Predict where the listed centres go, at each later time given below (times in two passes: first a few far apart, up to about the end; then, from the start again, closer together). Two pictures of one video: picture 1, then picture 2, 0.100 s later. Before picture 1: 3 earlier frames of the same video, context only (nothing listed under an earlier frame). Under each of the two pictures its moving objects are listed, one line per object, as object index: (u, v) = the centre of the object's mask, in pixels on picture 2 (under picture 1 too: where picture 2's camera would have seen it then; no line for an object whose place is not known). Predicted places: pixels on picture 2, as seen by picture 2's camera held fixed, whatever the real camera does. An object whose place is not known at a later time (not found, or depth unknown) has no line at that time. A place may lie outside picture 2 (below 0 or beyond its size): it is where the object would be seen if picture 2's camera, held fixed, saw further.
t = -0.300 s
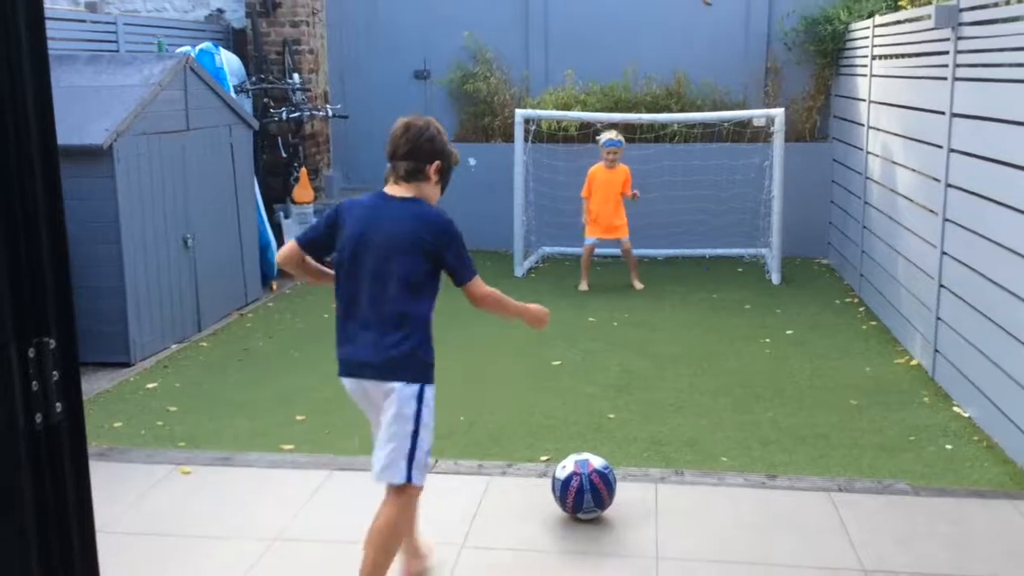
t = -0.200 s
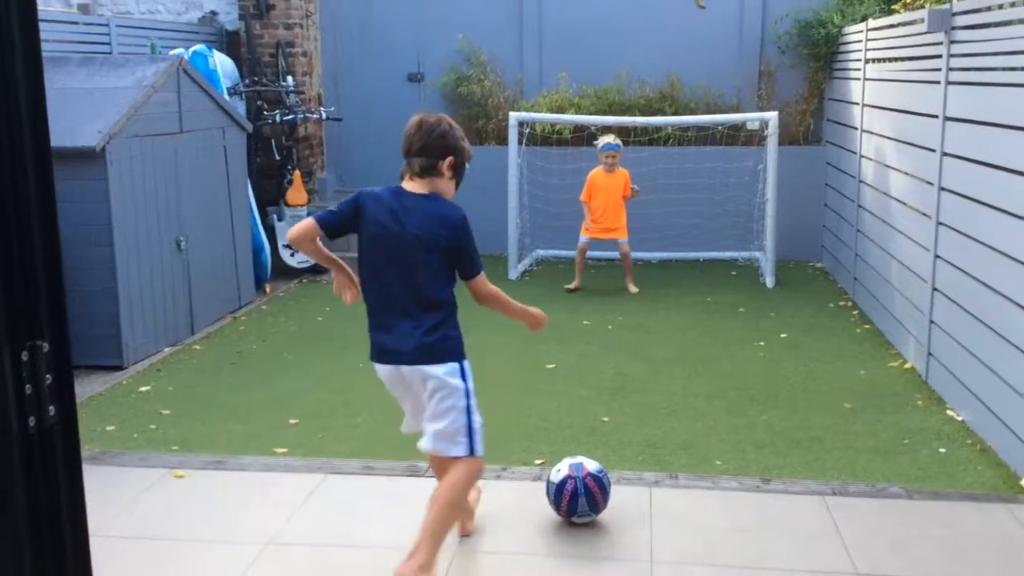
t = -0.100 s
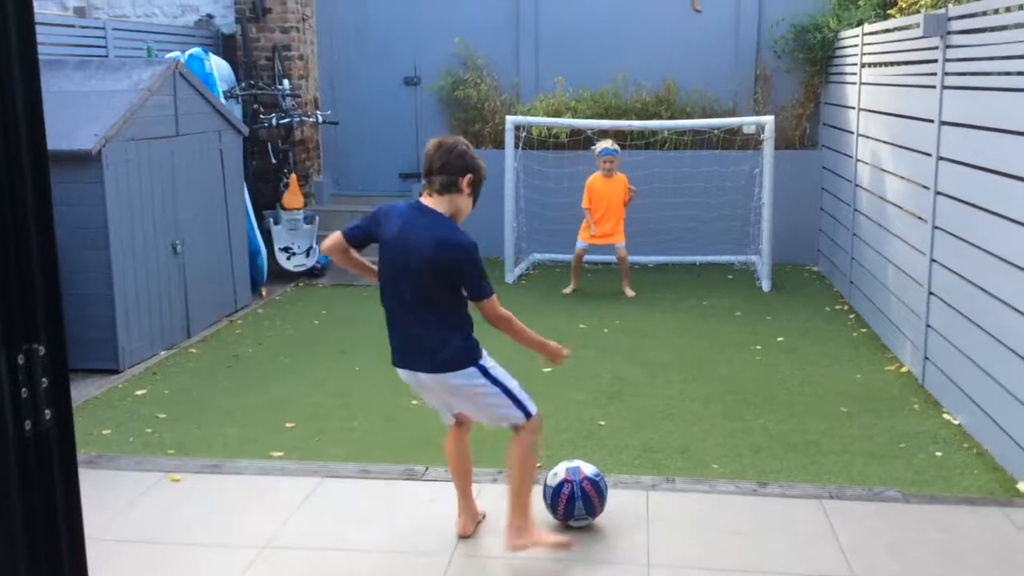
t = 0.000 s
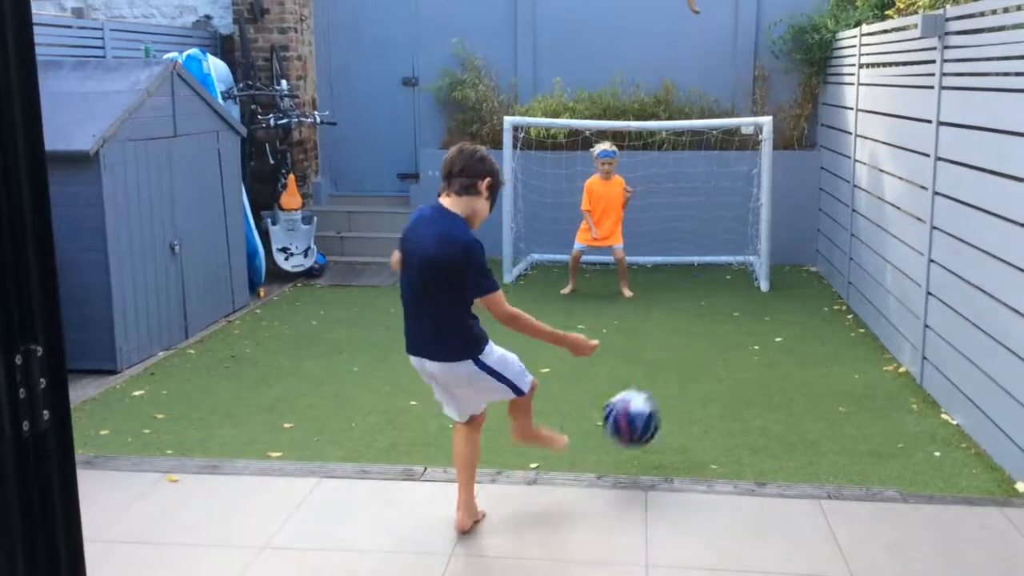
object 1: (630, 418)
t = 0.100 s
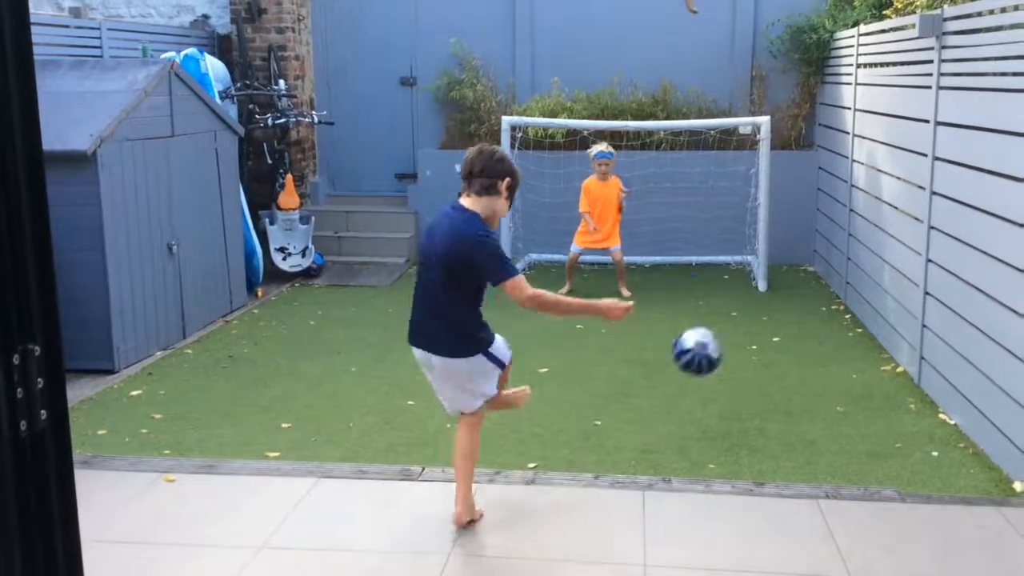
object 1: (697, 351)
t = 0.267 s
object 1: (776, 311)
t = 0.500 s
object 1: (818, 270)
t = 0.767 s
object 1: (785, 293)
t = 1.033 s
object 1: (803, 303)
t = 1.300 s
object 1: (825, 315)
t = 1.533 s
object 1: (846, 324)
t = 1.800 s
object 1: (872, 339)
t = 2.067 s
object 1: (876, 350)
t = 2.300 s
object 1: (874, 359)
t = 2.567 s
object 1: (867, 368)
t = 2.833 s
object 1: (863, 378)
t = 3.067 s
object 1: (859, 386)
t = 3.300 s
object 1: (860, 395)
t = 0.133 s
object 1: (716, 337)
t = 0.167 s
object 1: (732, 327)
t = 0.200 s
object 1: (748, 319)
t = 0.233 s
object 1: (763, 314)
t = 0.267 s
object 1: (776, 311)
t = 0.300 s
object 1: (789, 310)
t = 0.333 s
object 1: (801, 312)
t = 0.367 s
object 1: (811, 311)
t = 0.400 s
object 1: (820, 299)
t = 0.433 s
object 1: (827, 287)
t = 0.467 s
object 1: (834, 280)
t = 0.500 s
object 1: (818, 270)
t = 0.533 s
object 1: (801, 266)
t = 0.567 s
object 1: (787, 263)
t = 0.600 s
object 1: (775, 262)
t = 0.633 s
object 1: (776, 265)
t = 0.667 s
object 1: (778, 269)
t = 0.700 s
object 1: (780, 275)
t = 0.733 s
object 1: (782, 283)
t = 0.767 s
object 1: (785, 293)
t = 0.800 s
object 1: (787, 291)
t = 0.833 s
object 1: (789, 288)
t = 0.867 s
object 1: (791, 288)
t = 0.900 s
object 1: (795, 288)
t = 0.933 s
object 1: (797, 290)
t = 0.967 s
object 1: (799, 294)
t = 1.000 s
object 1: (801, 300)
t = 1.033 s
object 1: (803, 303)
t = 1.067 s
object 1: (806, 302)
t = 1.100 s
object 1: (808, 302)
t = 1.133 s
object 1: (812, 304)
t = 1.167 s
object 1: (814, 307)
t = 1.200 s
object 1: (816, 310)
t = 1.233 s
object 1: (819, 310)
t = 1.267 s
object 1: (823, 312)
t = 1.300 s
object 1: (825, 315)
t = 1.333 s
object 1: (829, 316)
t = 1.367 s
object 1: (832, 317)
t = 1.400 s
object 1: (835, 318)
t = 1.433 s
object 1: (838, 318)
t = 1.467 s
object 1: (841, 321)
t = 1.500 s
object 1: (843, 322)
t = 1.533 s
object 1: (846, 324)
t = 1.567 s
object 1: (849, 327)
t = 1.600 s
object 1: (851, 329)
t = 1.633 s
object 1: (859, 331)
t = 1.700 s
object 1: (864, 334)
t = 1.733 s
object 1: (866, 335)
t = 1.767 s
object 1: (870, 337)
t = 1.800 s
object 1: (872, 339)
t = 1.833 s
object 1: (874, 341)
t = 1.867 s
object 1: (875, 342)
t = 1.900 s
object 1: (875, 343)
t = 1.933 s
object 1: (876, 344)
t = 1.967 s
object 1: (877, 345)
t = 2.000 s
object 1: (877, 347)
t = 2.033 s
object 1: (878, 349)
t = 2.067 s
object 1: (876, 350)
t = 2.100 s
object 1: (876, 351)
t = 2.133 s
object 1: (876, 353)
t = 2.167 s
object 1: (875, 354)
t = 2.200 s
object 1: (875, 356)
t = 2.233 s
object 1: (875, 357)
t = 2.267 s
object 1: (874, 358)
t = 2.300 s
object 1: (874, 359)
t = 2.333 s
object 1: (873, 359)
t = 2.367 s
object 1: (872, 361)
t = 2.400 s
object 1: (871, 362)
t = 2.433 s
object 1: (871, 363)
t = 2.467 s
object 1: (870, 364)
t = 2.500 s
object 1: (869, 365)
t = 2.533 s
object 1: (868, 367)
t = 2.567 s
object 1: (867, 368)
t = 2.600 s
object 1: (867, 369)
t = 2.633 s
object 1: (866, 371)
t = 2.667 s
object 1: (866, 371)
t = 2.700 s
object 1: (865, 372)
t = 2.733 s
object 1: (865, 373)
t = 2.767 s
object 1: (864, 374)
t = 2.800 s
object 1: (864, 375)
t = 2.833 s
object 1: (863, 378)
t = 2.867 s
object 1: (862, 379)
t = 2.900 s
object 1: (861, 380)
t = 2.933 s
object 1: (861, 382)
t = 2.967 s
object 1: (860, 382)
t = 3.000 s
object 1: (860, 383)
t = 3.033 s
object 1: (860, 384)
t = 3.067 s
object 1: (859, 386)
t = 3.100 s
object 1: (859, 387)
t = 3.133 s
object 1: (860, 388)
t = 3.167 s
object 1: (859, 390)
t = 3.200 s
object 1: (859, 391)
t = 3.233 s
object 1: (859, 392)
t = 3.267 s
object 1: (859, 394)
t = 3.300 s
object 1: (860, 395)
